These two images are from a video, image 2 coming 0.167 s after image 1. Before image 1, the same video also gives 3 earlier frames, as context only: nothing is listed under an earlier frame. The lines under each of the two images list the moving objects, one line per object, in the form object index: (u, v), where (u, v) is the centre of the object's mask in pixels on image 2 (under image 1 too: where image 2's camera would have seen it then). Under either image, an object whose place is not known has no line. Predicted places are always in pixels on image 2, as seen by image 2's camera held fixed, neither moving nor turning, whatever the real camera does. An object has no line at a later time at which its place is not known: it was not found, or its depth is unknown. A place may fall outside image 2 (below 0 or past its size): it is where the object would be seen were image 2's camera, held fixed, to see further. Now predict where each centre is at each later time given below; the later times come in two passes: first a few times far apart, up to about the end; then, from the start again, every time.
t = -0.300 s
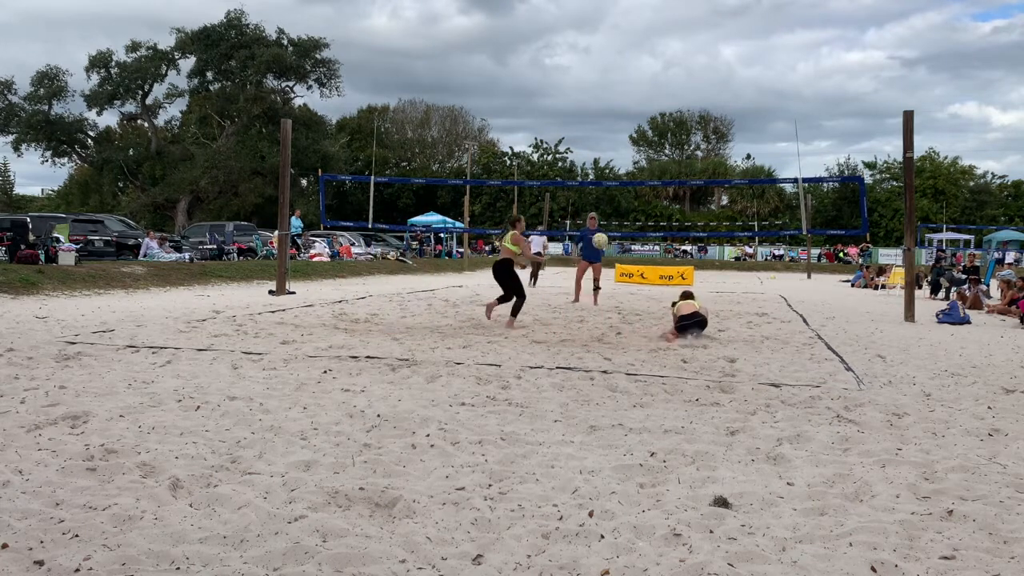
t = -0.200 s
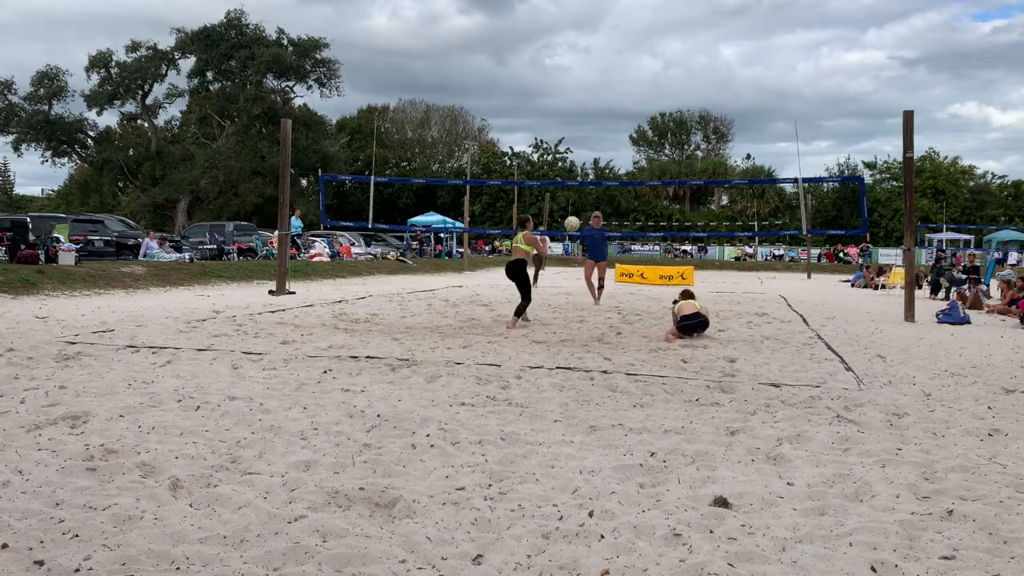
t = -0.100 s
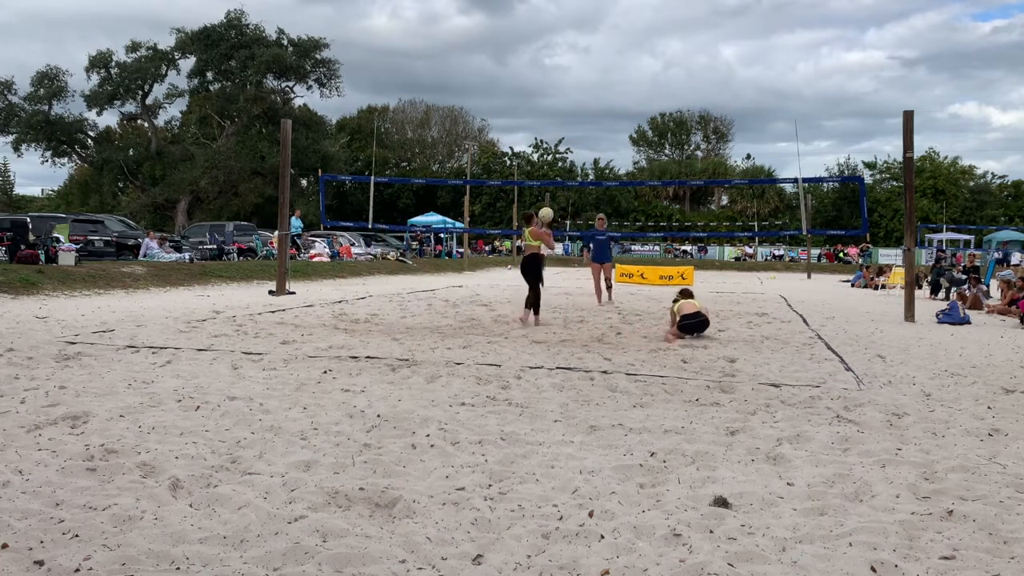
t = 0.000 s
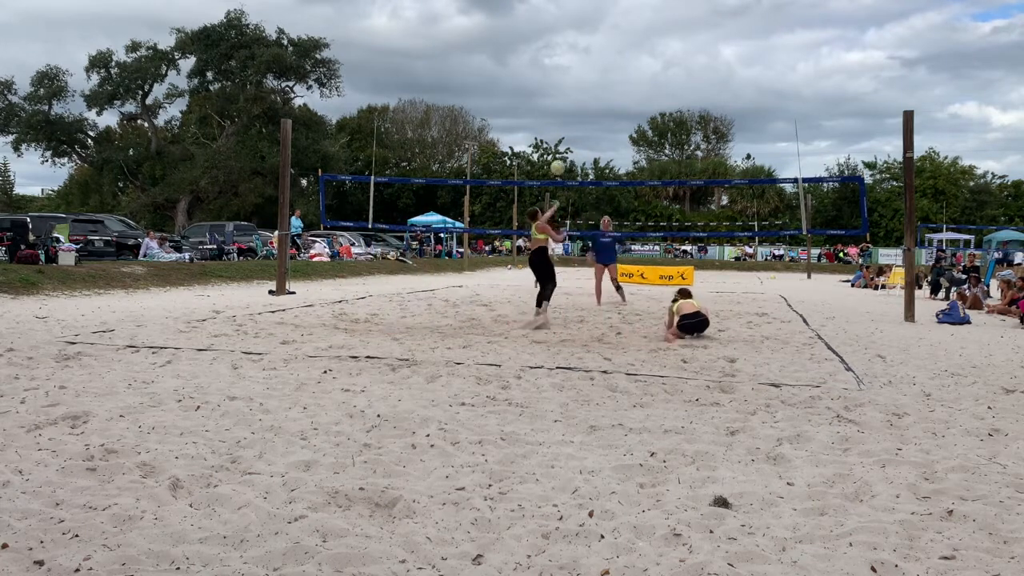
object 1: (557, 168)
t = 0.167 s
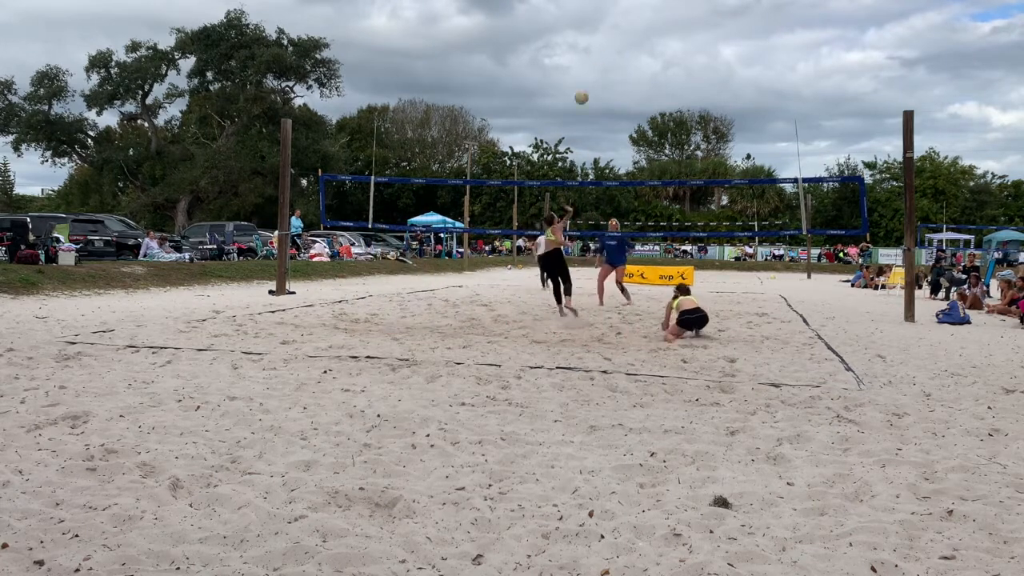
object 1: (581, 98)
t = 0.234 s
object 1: (590, 75)
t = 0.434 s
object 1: (613, 29)
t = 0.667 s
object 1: (636, 7)
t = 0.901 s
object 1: (655, 19)
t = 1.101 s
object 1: (668, 51)
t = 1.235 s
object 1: (677, 83)
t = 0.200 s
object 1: (586, 86)
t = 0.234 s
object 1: (590, 75)
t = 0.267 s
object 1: (594, 66)
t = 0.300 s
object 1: (598, 57)
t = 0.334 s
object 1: (602, 48)
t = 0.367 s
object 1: (606, 41)
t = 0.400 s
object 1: (609, 34)
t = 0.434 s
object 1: (613, 29)
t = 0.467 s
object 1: (617, 23)
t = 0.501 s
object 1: (620, 19)
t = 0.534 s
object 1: (623, 15)
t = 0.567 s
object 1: (627, 12)
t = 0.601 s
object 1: (629, 10)
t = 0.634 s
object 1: (633, 8)
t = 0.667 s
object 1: (636, 7)
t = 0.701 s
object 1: (639, 7)
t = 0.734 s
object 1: (641, 7)
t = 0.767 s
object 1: (644, 8)
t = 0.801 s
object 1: (647, 10)
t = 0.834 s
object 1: (650, 12)
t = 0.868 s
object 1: (652, 15)
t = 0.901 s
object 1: (655, 19)
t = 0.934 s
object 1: (657, 23)
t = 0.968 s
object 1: (659, 27)
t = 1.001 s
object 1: (662, 32)
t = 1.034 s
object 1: (664, 38)
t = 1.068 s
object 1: (666, 44)
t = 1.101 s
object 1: (668, 51)
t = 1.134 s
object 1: (670, 58)
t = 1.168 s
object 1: (672, 66)
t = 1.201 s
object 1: (674, 74)
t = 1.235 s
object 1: (677, 83)
